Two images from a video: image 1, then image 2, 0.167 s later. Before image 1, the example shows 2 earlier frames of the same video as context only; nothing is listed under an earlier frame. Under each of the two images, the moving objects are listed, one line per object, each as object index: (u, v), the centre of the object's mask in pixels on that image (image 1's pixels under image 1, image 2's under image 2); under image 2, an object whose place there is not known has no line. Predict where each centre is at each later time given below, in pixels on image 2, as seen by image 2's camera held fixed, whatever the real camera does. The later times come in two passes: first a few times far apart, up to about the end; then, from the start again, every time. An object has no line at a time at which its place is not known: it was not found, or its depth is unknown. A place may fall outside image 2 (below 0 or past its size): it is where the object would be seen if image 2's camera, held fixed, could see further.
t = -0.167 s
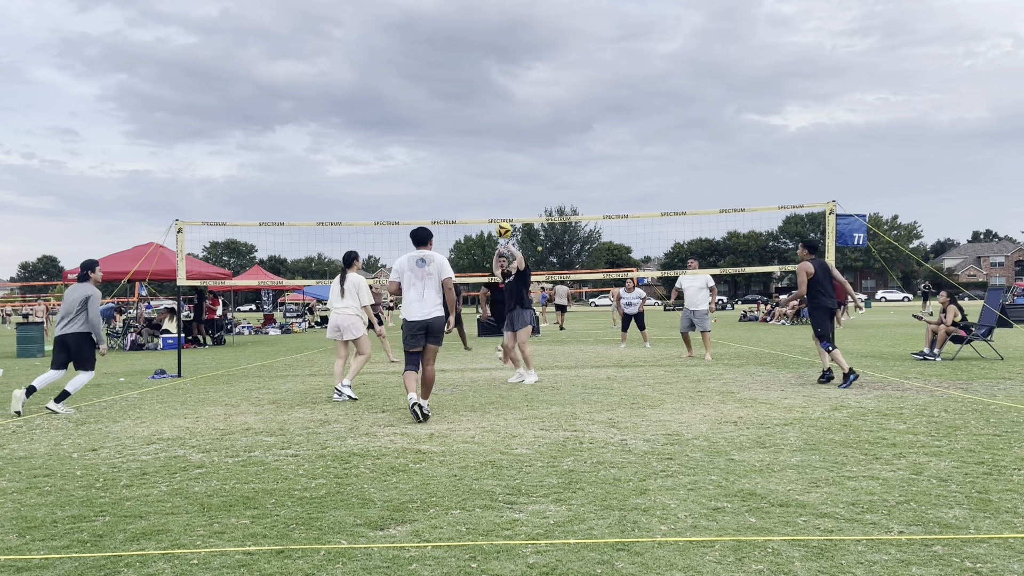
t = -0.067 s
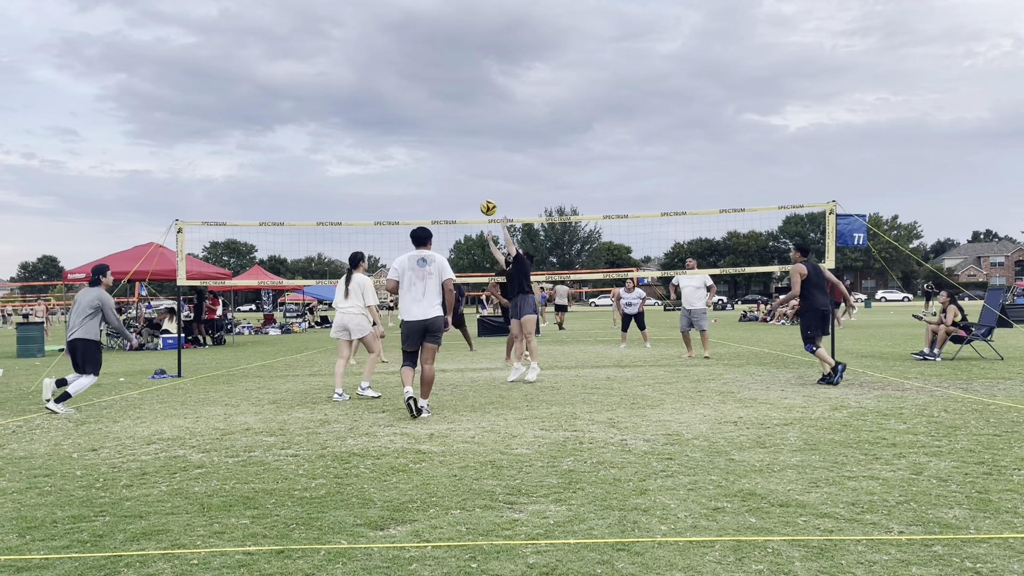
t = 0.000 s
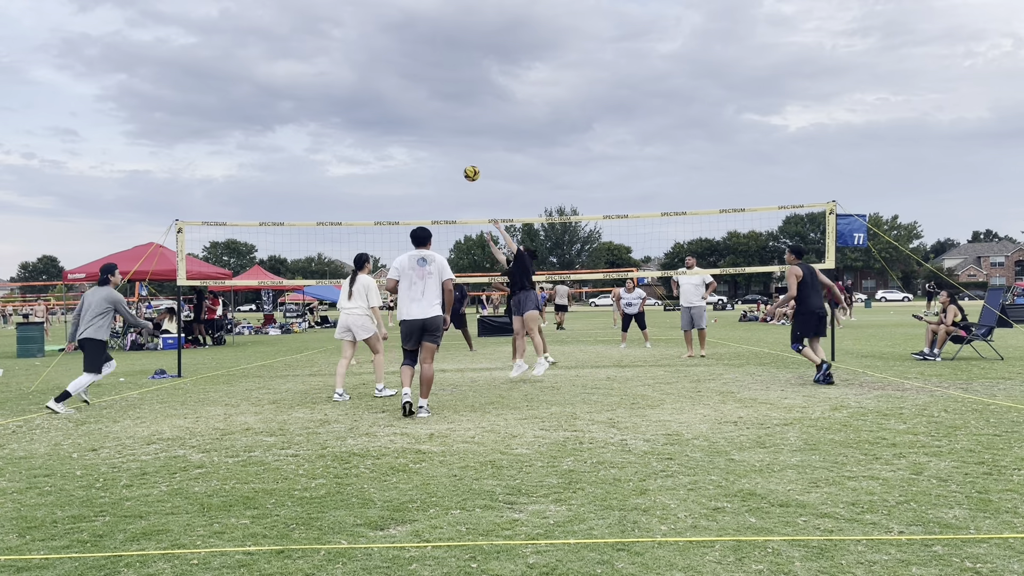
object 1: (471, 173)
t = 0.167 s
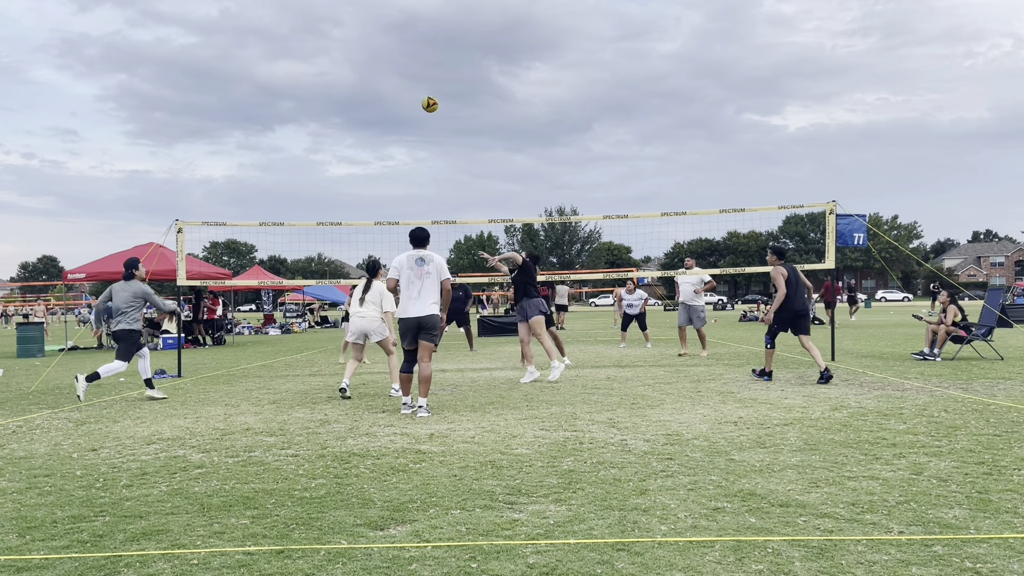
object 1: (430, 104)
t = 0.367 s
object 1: (384, 53)
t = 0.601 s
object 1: (334, 33)
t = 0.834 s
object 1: (289, 54)
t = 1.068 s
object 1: (247, 112)
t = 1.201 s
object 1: (225, 161)
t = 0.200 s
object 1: (422, 93)
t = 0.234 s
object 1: (414, 83)
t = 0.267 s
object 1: (406, 74)
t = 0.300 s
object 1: (399, 67)
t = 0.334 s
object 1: (391, 59)
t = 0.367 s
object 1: (384, 53)
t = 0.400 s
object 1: (376, 48)
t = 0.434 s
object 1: (369, 43)
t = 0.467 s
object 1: (362, 39)
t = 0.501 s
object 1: (355, 36)
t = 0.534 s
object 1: (348, 34)
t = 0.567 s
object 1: (341, 34)
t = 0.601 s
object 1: (334, 33)
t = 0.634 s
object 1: (327, 34)
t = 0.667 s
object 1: (321, 35)
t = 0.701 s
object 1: (314, 37)
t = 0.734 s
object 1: (307, 40)
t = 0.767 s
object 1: (301, 44)
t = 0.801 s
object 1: (295, 48)
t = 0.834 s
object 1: (289, 54)
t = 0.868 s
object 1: (282, 60)
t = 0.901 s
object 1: (276, 67)
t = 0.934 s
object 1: (270, 74)
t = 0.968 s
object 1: (264, 82)
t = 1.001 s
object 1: (258, 91)
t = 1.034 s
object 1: (252, 101)
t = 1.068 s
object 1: (247, 112)
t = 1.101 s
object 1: (242, 123)
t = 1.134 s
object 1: (236, 135)
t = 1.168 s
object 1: (230, 148)
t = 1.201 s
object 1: (225, 161)
